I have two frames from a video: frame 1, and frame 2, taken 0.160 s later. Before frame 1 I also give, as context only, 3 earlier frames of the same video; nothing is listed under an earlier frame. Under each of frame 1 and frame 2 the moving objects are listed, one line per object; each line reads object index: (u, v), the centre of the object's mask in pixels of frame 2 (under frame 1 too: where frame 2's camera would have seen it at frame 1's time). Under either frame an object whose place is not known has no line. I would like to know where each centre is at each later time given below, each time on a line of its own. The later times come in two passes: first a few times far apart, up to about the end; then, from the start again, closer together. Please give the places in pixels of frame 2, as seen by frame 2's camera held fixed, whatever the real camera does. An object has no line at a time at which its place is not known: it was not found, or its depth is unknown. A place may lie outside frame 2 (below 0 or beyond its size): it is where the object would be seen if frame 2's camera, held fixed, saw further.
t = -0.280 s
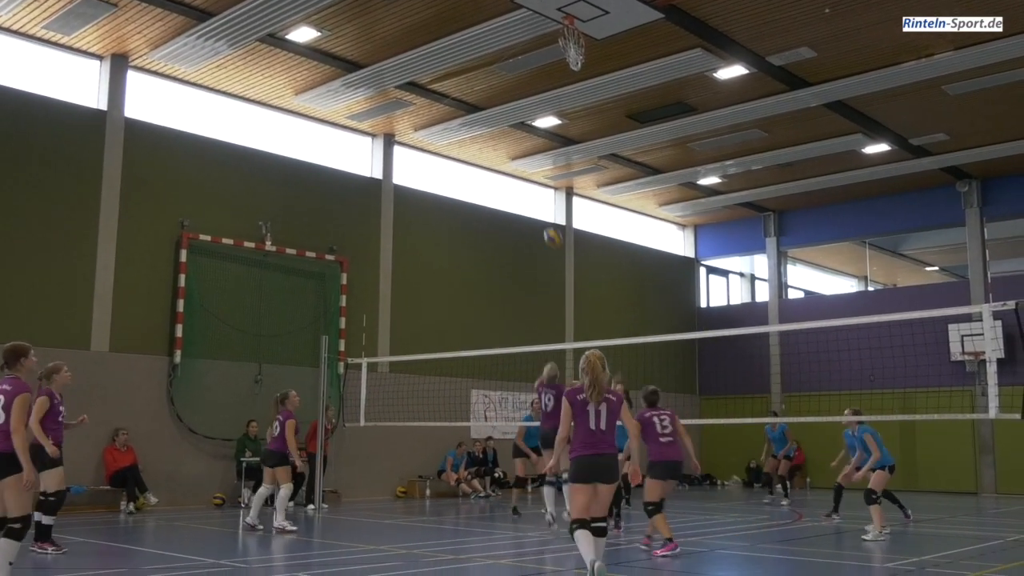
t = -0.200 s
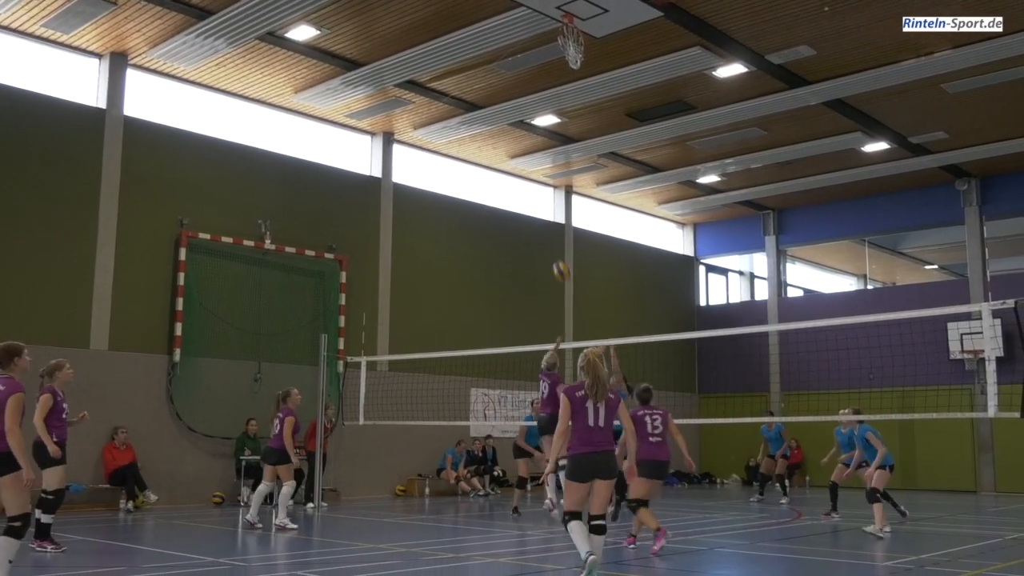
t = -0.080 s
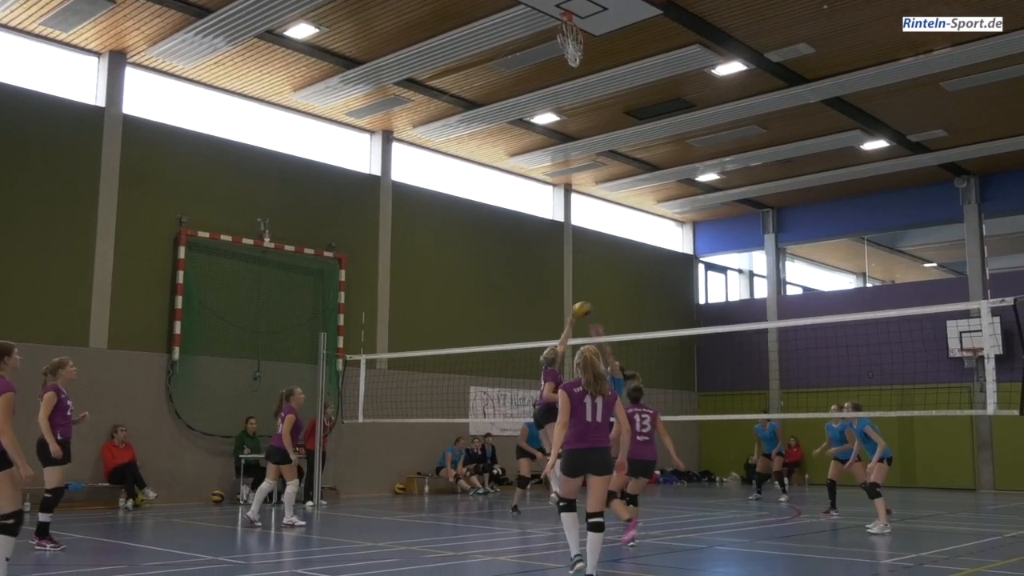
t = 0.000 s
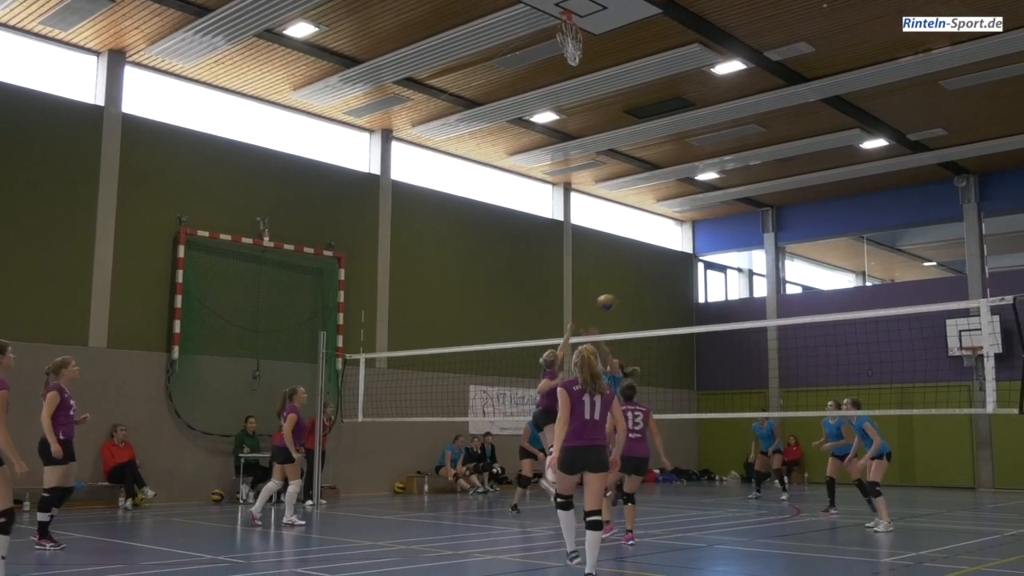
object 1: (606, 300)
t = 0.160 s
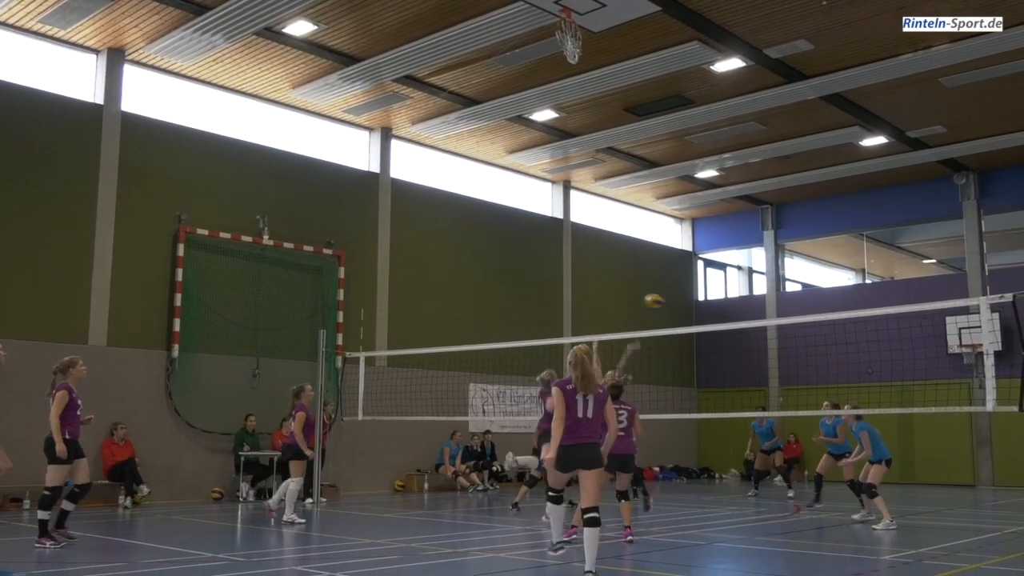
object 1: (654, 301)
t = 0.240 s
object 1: (675, 309)
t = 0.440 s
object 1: (726, 347)
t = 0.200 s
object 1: (665, 304)
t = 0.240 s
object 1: (675, 309)
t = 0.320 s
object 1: (696, 318)
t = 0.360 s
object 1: (707, 334)
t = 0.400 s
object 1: (716, 337)
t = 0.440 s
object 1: (726, 347)
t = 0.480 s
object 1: (735, 358)
